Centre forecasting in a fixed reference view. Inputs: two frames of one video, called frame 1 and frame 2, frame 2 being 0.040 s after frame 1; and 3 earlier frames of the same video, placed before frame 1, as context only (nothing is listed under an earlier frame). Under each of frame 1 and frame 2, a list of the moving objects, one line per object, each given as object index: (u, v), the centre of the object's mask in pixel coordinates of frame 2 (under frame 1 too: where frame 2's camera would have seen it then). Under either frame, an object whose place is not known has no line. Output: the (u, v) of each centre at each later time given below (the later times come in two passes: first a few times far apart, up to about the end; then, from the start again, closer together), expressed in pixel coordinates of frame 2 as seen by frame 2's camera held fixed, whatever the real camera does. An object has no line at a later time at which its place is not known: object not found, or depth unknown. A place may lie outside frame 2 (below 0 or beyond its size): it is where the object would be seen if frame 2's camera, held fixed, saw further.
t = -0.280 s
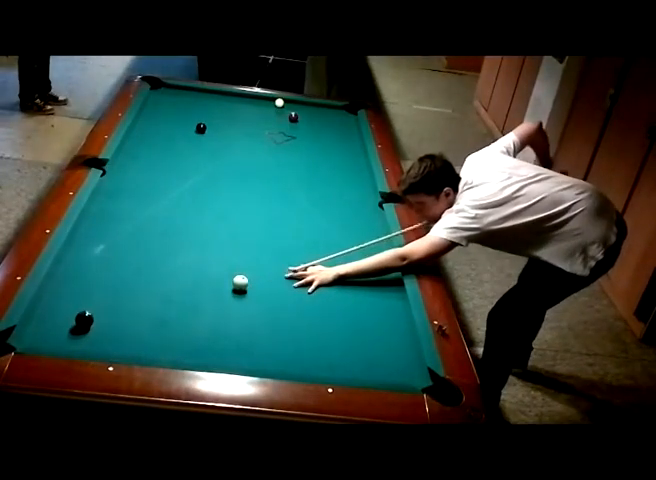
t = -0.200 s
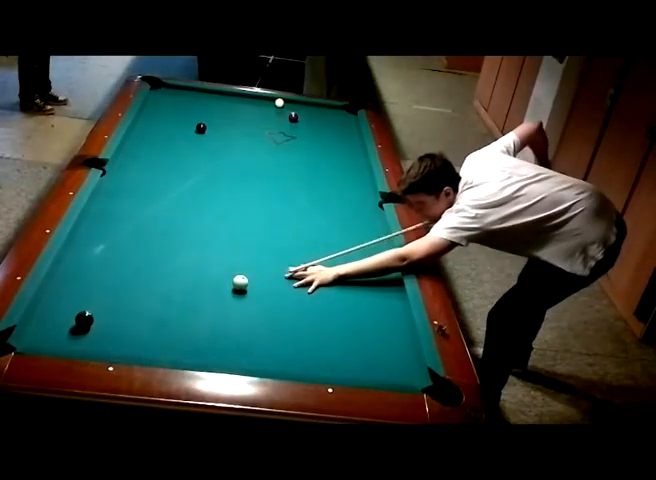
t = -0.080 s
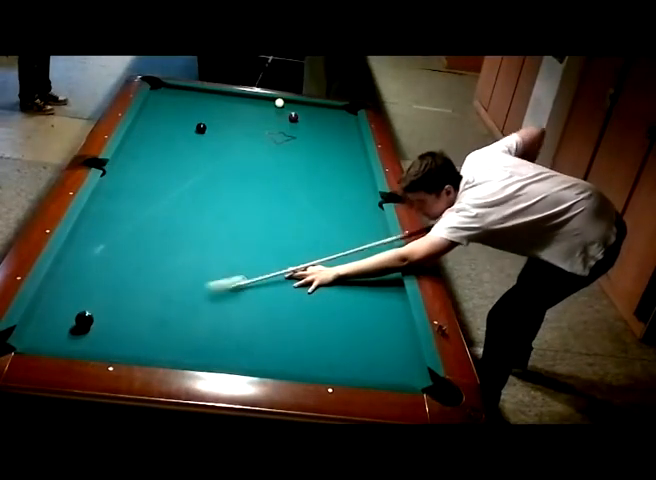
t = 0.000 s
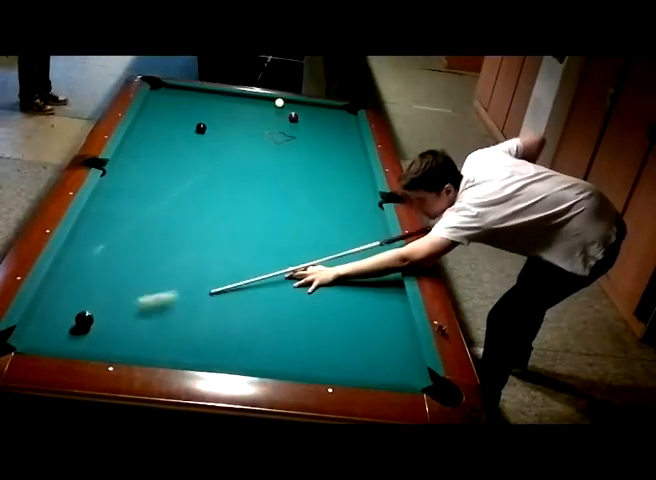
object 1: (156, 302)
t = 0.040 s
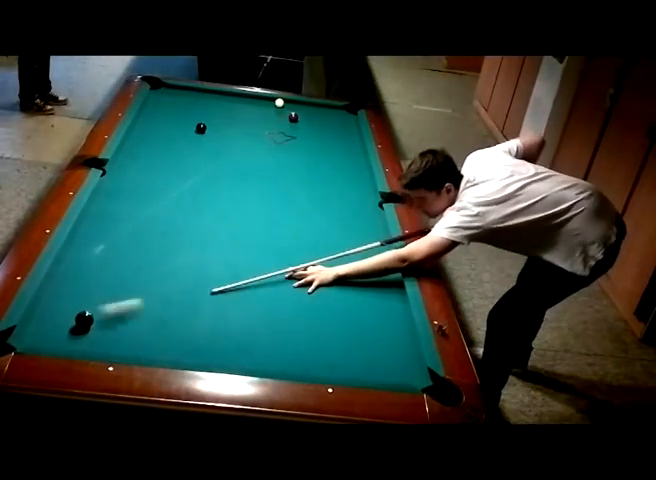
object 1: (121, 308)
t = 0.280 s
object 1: (98, 299)
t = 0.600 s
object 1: (112, 276)
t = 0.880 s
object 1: (120, 259)
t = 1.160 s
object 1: (128, 246)
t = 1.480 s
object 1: (136, 232)
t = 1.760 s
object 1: (142, 221)
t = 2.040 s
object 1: (147, 212)
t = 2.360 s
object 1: (152, 204)
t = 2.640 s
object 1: (156, 197)
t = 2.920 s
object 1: (159, 191)
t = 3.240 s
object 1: (162, 186)
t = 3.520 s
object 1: (165, 182)
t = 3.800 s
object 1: (166, 179)
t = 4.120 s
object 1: (166, 176)
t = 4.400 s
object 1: (167, 174)
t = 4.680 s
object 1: (167, 173)
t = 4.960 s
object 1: (168, 173)
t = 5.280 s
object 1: (168, 173)
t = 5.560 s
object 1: (168, 173)
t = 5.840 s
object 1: (168, 173)
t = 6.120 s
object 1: (168, 173)
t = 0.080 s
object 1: (97, 315)
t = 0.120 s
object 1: (95, 311)
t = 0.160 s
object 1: (94, 308)
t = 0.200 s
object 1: (95, 305)
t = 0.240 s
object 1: (97, 301)
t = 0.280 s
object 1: (98, 299)
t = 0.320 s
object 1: (101, 294)
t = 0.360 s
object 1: (103, 291)
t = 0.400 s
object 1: (104, 289)
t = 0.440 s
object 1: (105, 286)
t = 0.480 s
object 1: (107, 283)
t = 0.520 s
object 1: (108, 281)
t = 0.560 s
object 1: (110, 278)
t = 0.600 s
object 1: (112, 276)
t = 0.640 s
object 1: (112, 274)
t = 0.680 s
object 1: (113, 271)
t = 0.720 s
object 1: (115, 269)
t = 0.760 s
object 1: (116, 267)
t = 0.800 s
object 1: (118, 264)
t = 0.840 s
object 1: (119, 262)
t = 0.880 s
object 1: (120, 259)
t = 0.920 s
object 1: (121, 258)
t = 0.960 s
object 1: (123, 256)
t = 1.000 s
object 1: (124, 253)
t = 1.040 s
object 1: (125, 252)
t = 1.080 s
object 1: (126, 250)
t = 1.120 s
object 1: (127, 248)
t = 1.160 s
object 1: (128, 246)
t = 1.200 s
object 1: (130, 244)
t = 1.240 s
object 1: (130, 242)
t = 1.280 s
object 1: (132, 240)
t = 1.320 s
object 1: (132, 239)
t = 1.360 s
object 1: (134, 236)
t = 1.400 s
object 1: (135, 235)
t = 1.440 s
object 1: (135, 233)
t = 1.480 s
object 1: (136, 232)
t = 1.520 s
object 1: (137, 230)
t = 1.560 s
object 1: (138, 229)
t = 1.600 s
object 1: (139, 227)
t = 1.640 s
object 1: (140, 226)
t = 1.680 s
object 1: (140, 224)
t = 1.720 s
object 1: (141, 223)
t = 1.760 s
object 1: (142, 221)
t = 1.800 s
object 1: (143, 220)
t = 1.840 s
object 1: (144, 219)
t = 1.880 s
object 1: (144, 217)
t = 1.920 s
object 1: (145, 216)
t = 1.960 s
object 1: (146, 215)
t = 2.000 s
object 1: (146, 214)
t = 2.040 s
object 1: (147, 212)
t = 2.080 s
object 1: (148, 211)
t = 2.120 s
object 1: (148, 210)
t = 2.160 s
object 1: (149, 209)
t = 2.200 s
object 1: (150, 208)
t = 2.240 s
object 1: (150, 207)
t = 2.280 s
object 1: (151, 206)
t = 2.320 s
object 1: (152, 205)
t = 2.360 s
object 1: (152, 204)
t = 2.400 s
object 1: (153, 203)
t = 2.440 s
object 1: (153, 202)
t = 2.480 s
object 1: (154, 201)
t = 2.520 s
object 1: (154, 200)
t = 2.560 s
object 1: (155, 199)
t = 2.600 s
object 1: (155, 198)
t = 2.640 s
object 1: (156, 197)
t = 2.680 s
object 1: (156, 196)
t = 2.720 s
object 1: (157, 195)
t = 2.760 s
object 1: (157, 194)
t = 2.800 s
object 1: (158, 194)
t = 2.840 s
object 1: (158, 193)
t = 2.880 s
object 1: (158, 192)
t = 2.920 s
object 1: (159, 191)
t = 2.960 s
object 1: (160, 191)
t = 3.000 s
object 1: (160, 190)
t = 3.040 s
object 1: (161, 189)
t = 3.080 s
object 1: (161, 188)
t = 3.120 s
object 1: (161, 188)
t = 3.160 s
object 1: (162, 187)
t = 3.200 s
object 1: (162, 187)
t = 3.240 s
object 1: (162, 186)
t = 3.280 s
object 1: (163, 185)
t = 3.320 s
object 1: (163, 185)
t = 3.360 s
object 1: (163, 184)
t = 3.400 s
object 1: (164, 184)
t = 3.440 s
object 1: (164, 183)
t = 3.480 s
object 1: (164, 183)
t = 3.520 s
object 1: (165, 182)
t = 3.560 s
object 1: (165, 182)
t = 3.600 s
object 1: (165, 181)
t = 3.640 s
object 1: (165, 181)
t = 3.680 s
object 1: (165, 180)
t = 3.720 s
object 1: (166, 180)
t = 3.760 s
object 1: (166, 179)
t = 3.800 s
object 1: (166, 179)
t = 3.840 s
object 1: (166, 179)
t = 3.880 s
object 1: (166, 178)
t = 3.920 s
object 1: (166, 178)
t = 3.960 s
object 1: (166, 177)
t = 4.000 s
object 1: (166, 177)
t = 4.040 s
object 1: (166, 176)
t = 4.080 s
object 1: (166, 176)
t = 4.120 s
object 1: (166, 176)
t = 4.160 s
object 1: (166, 176)
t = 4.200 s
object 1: (167, 175)
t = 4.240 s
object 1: (167, 175)
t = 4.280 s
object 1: (167, 175)
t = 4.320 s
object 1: (167, 175)
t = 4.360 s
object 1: (167, 174)
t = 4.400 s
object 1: (167, 174)
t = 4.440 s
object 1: (167, 174)
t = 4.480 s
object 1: (167, 174)
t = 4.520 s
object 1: (167, 174)
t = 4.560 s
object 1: (167, 173)
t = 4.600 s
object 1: (167, 174)
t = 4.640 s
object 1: (167, 173)
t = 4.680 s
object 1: (167, 173)
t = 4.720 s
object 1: (167, 173)
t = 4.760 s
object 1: (168, 173)
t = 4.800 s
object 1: (168, 173)
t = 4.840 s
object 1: (168, 173)
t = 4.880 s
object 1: (168, 173)
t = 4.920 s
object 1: (168, 173)
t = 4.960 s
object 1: (168, 173)
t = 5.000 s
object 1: (168, 173)
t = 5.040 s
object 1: (168, 173)
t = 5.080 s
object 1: (168, 173)
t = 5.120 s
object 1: (168, 173)
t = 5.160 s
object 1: (168, 173)
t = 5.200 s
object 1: (168, 173)
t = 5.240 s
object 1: (168, 173)
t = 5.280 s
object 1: (168, 173)
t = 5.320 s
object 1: (168, 173)
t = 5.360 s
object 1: (168, 173)
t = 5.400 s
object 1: (168, 173)
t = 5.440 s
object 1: (168, 173)
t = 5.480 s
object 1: (168, 173)
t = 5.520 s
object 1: (168, 173)
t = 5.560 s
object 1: (168, 173)
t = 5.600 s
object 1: (168, 173)
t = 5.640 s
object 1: (168, 173)
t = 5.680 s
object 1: (168, 173)
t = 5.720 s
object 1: (168, 173)
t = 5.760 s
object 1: (168, 173)
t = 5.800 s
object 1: (168, 173)
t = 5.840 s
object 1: (168, 173)
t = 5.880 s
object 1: (168, 173)
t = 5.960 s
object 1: (168, 173)
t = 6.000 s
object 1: (168, 173)
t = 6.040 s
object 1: (168, 173)
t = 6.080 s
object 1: (168, 173)
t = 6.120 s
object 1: (168, 173)
